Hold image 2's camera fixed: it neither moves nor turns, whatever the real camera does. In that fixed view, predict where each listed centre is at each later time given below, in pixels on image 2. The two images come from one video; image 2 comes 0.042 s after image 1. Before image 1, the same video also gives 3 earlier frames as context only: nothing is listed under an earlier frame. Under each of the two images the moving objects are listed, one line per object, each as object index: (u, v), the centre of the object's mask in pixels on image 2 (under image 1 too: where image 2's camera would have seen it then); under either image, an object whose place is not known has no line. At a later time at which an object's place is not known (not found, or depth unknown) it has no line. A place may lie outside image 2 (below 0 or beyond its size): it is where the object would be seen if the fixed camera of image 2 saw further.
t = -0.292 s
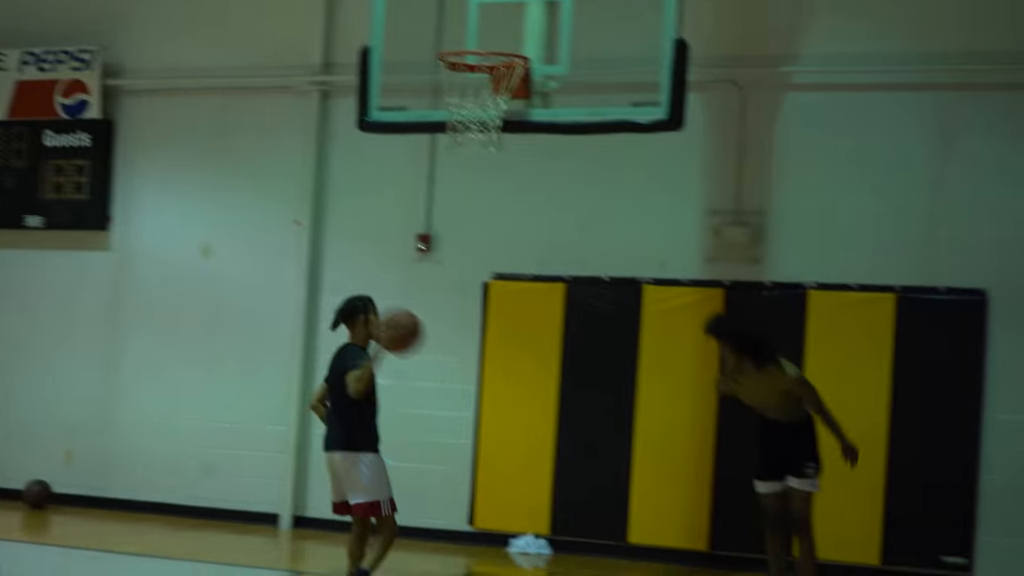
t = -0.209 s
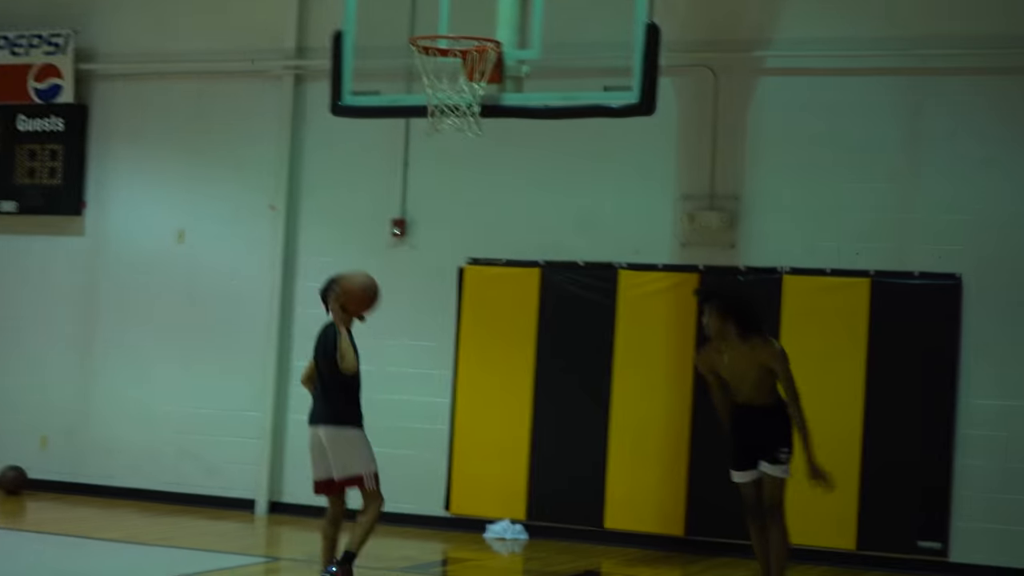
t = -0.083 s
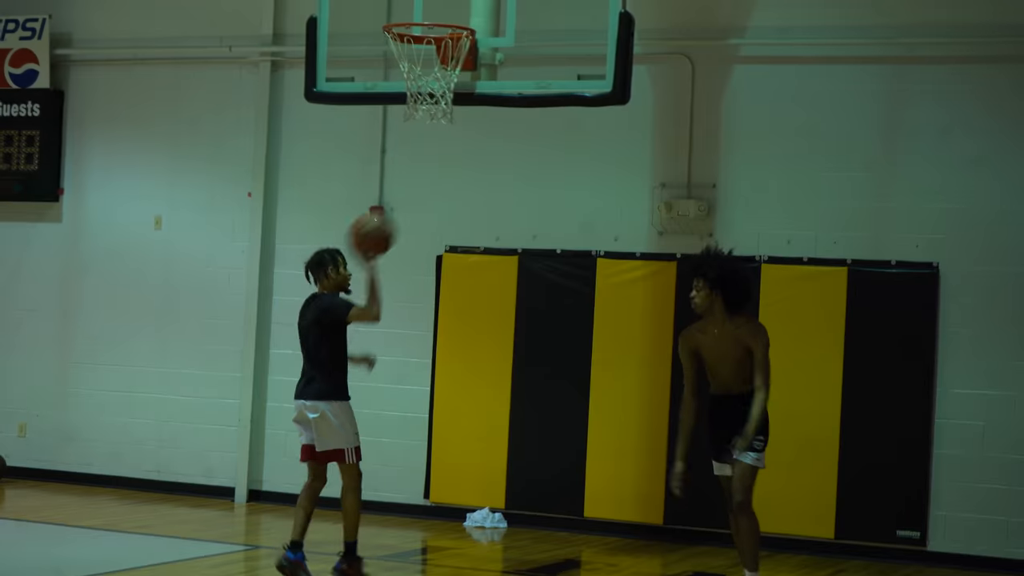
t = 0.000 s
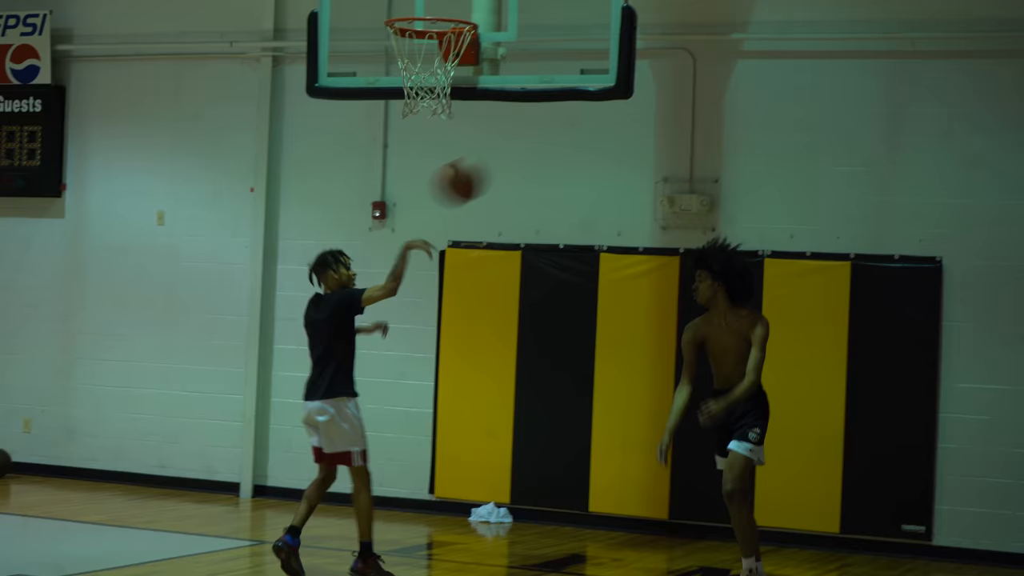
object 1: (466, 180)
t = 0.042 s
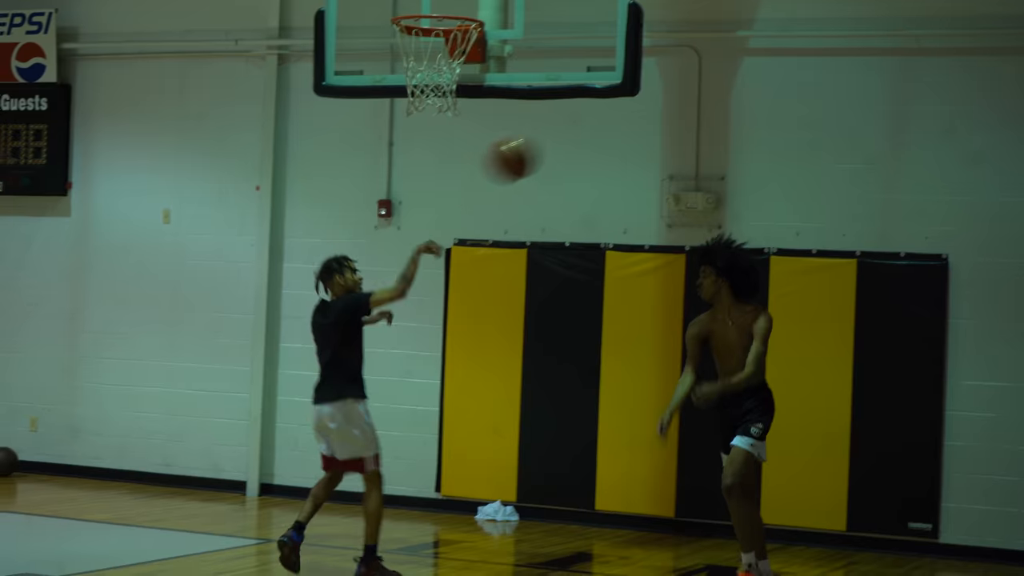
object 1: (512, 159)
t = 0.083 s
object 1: (557, 142)
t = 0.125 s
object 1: (603, 128)
